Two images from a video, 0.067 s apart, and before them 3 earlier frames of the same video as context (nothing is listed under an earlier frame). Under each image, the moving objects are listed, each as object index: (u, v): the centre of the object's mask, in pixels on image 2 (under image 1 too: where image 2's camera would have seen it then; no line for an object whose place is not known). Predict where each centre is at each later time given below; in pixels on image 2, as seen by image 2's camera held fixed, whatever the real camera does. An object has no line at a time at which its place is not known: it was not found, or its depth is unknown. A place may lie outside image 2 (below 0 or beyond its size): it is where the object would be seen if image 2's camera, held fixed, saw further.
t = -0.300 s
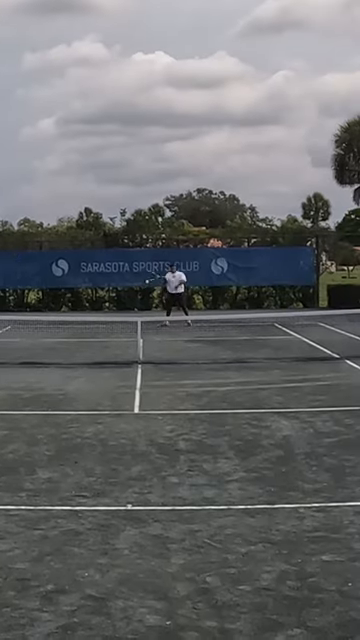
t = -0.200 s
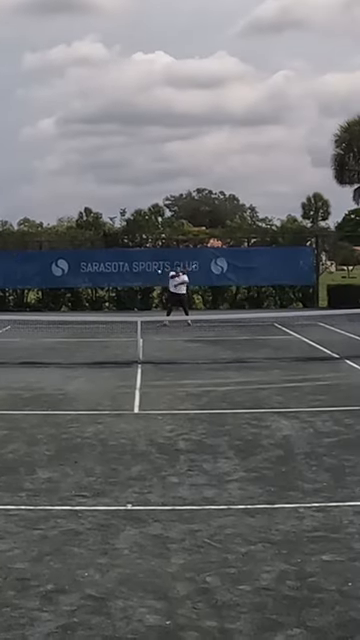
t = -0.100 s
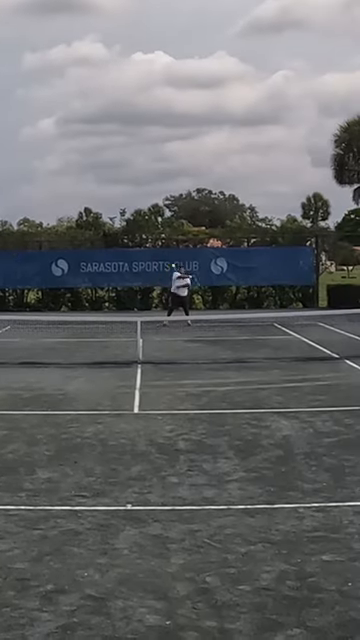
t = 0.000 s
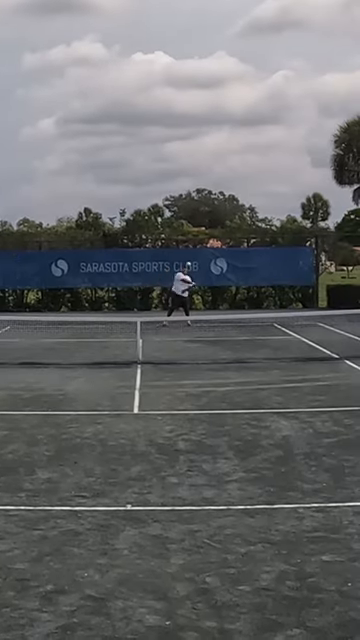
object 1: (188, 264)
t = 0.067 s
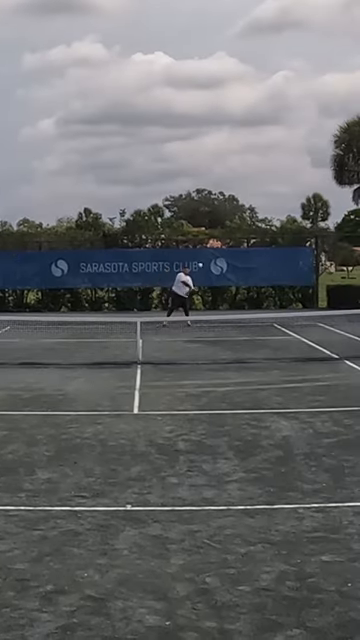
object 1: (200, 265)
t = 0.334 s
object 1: (260, 300)
